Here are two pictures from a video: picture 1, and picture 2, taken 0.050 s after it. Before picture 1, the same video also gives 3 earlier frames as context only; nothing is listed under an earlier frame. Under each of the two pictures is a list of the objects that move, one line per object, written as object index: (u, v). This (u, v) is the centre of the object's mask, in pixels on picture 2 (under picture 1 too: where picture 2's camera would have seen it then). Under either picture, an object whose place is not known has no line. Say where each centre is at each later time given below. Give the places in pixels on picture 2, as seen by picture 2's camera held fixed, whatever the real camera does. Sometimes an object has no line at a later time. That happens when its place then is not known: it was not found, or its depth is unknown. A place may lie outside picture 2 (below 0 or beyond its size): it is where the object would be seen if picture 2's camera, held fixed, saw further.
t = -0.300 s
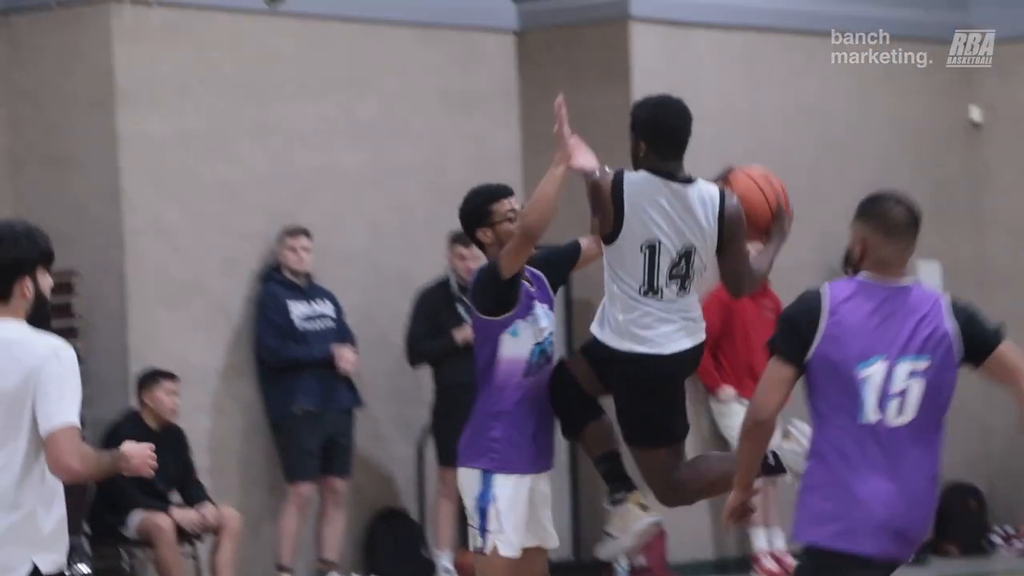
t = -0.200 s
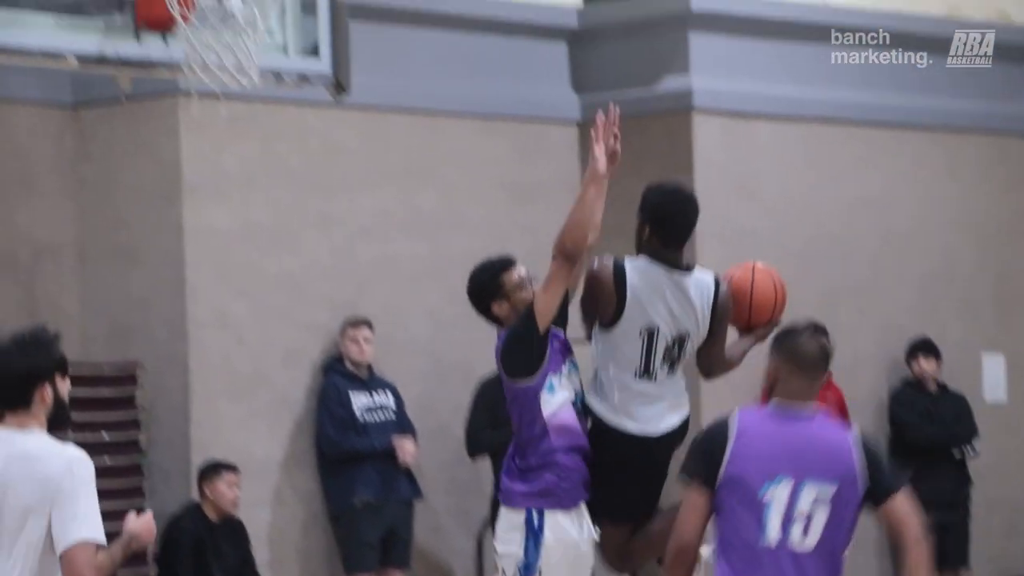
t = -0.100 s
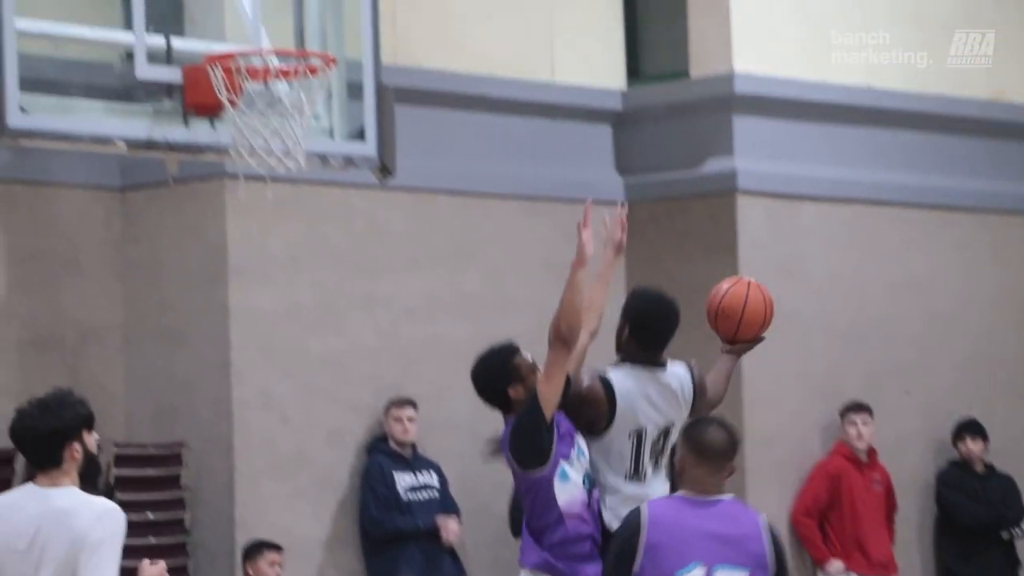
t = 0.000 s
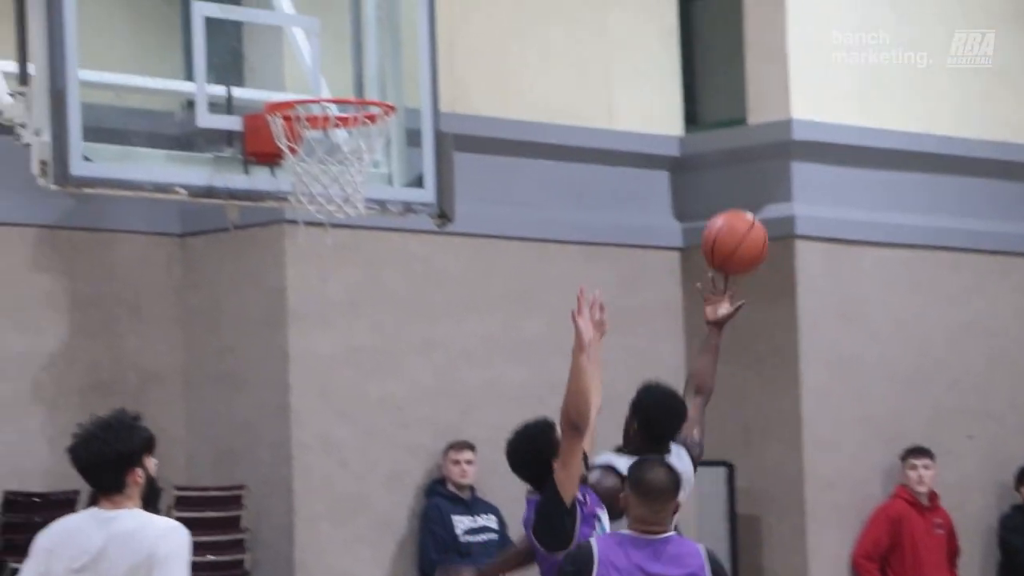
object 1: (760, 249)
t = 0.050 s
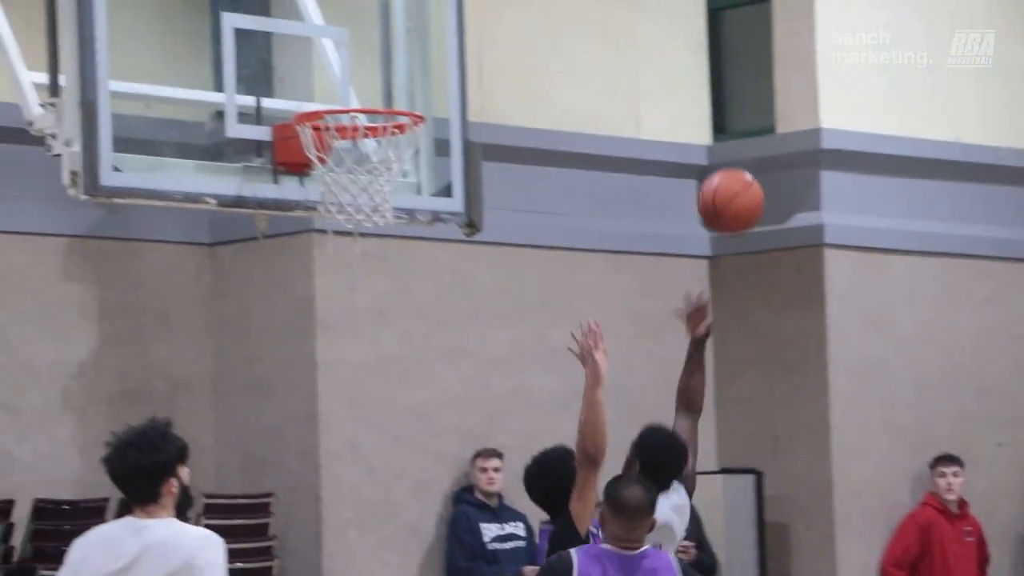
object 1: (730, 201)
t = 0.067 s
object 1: (720, 186)
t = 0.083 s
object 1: (710, 174)
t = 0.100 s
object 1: (699, 161)
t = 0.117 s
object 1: (689, 150)
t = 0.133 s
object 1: (679, 137)
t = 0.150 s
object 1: (669, 126)
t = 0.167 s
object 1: (660, 115)
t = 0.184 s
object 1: (650, 105)
